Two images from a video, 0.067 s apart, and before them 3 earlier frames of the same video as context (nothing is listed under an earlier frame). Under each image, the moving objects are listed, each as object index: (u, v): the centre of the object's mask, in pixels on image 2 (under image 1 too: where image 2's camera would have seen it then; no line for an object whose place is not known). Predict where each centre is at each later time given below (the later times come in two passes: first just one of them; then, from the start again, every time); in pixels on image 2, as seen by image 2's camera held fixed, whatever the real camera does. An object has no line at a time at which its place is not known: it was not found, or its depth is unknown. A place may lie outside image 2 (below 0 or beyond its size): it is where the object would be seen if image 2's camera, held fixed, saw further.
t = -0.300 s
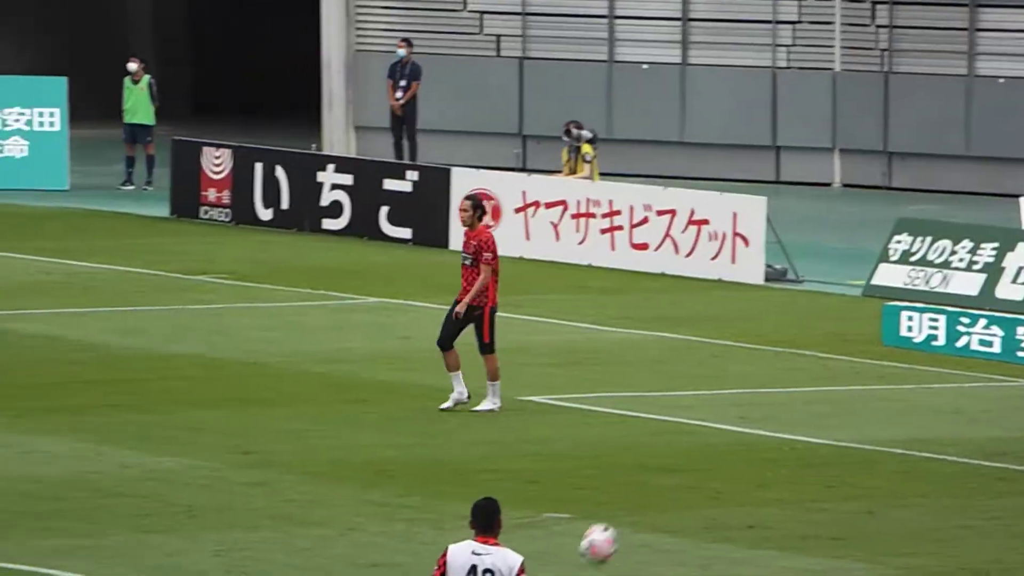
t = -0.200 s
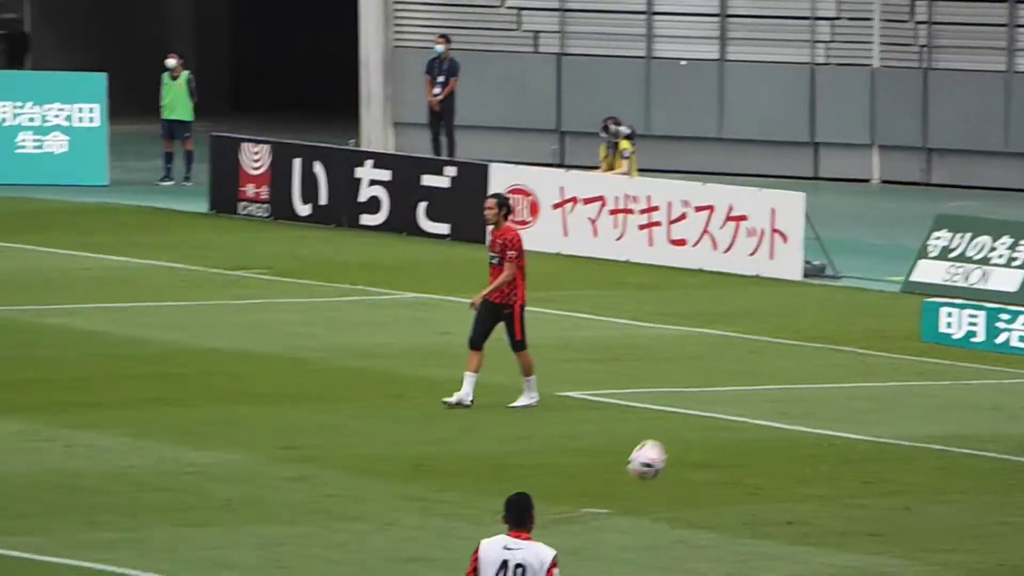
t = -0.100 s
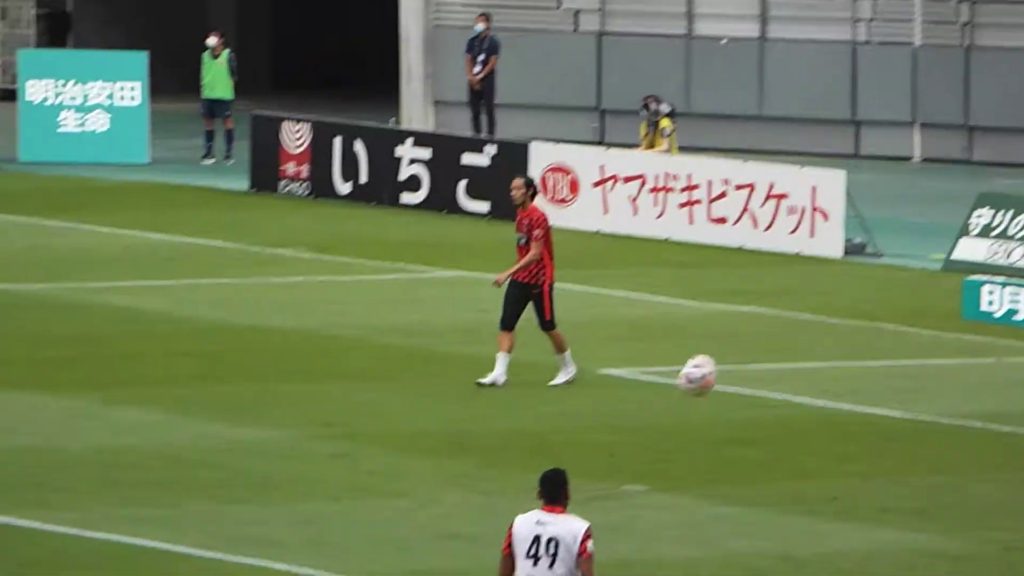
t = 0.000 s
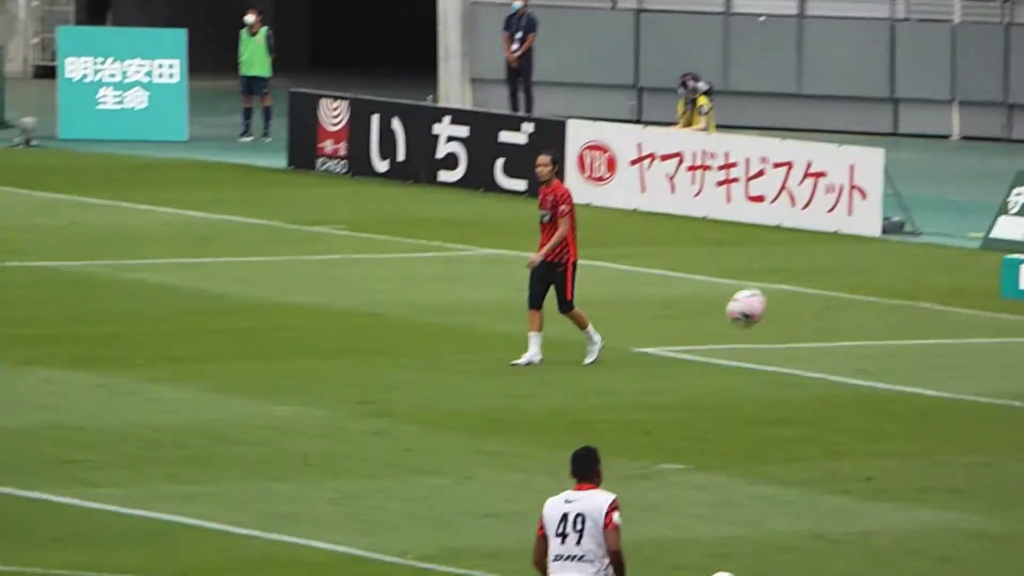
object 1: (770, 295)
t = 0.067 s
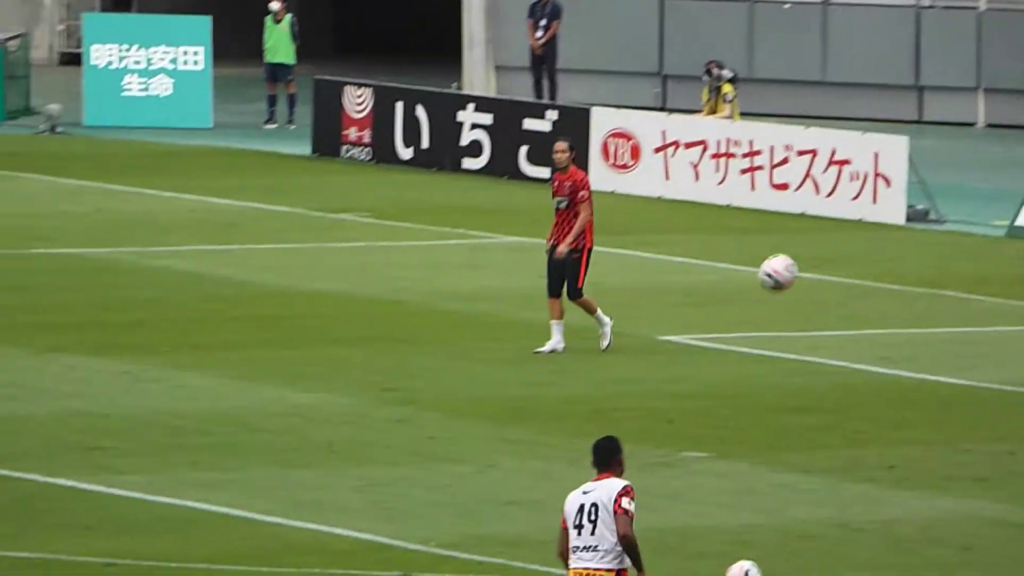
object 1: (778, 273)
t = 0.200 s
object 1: (793, 250)
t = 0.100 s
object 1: (782, 265)
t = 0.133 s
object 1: (785, 258)
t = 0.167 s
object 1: (789, 253)
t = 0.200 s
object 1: (793, 250)
